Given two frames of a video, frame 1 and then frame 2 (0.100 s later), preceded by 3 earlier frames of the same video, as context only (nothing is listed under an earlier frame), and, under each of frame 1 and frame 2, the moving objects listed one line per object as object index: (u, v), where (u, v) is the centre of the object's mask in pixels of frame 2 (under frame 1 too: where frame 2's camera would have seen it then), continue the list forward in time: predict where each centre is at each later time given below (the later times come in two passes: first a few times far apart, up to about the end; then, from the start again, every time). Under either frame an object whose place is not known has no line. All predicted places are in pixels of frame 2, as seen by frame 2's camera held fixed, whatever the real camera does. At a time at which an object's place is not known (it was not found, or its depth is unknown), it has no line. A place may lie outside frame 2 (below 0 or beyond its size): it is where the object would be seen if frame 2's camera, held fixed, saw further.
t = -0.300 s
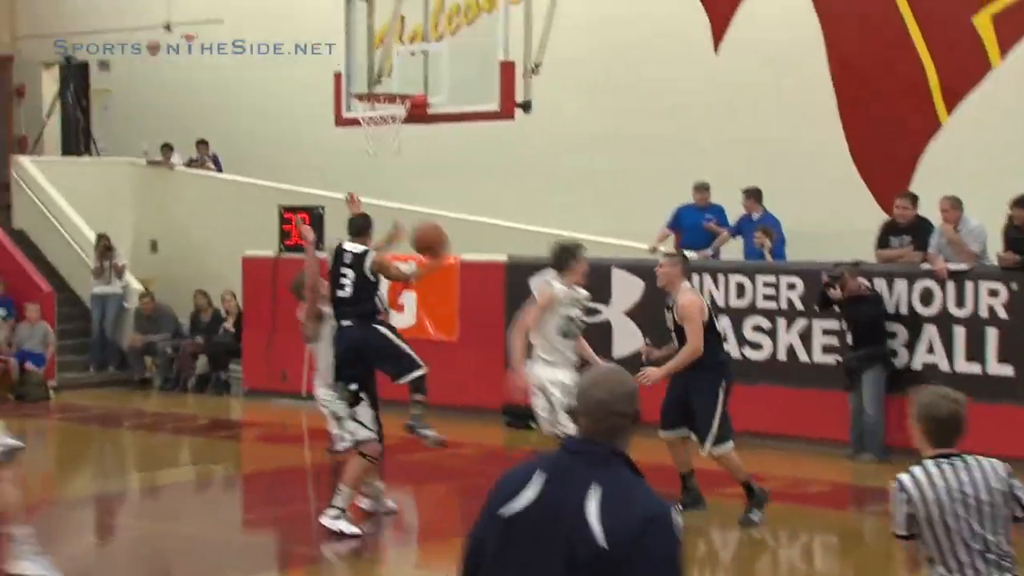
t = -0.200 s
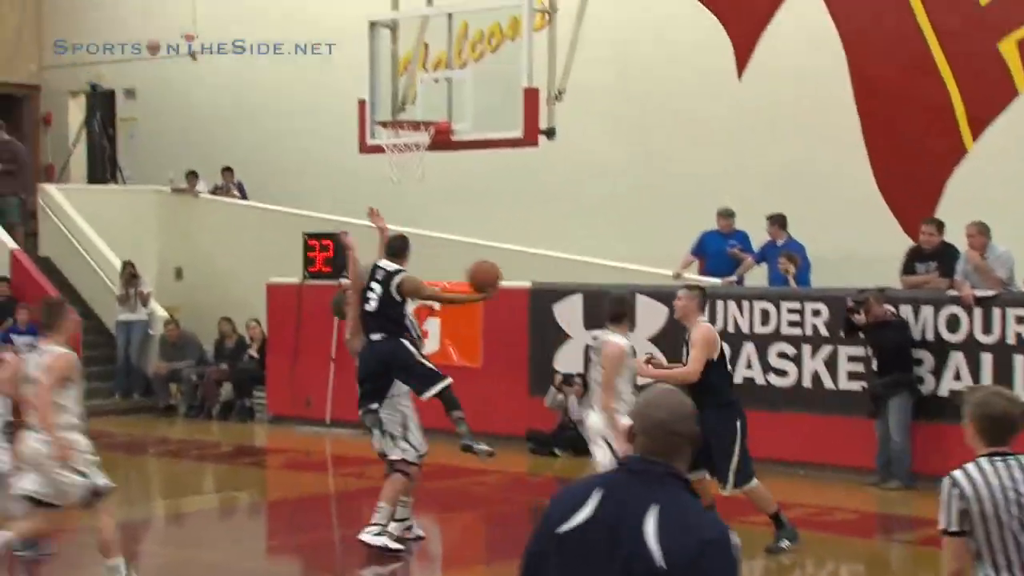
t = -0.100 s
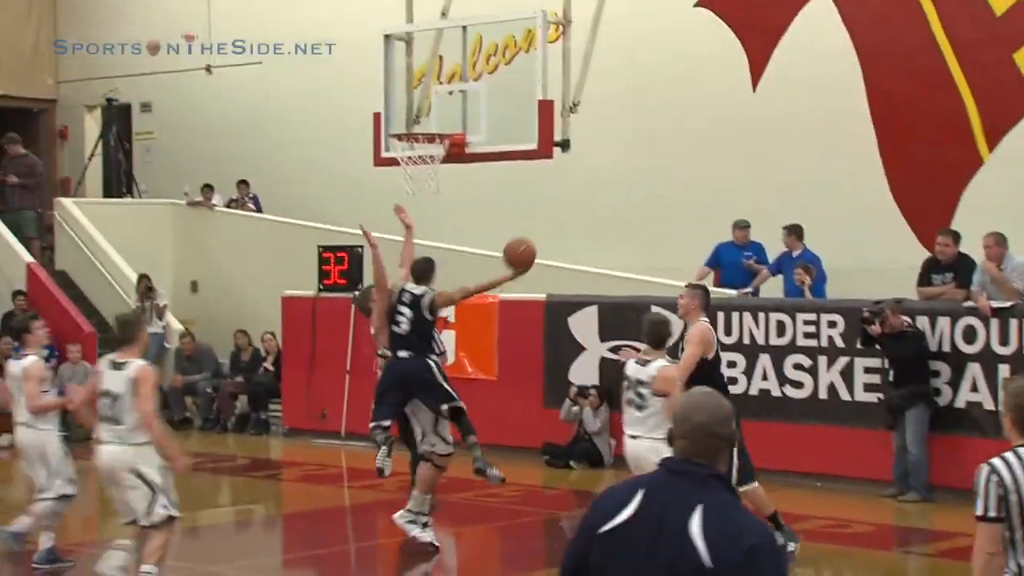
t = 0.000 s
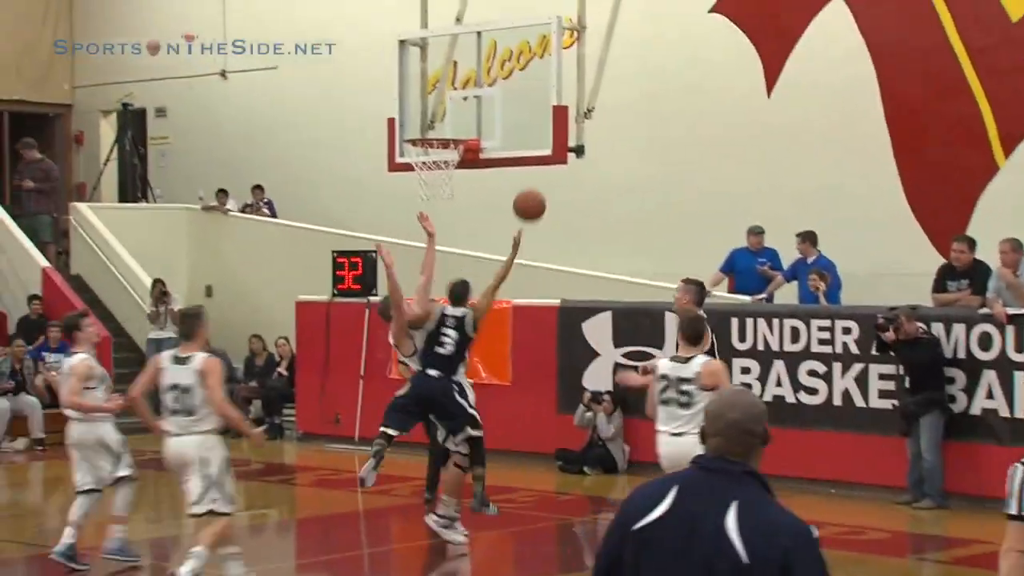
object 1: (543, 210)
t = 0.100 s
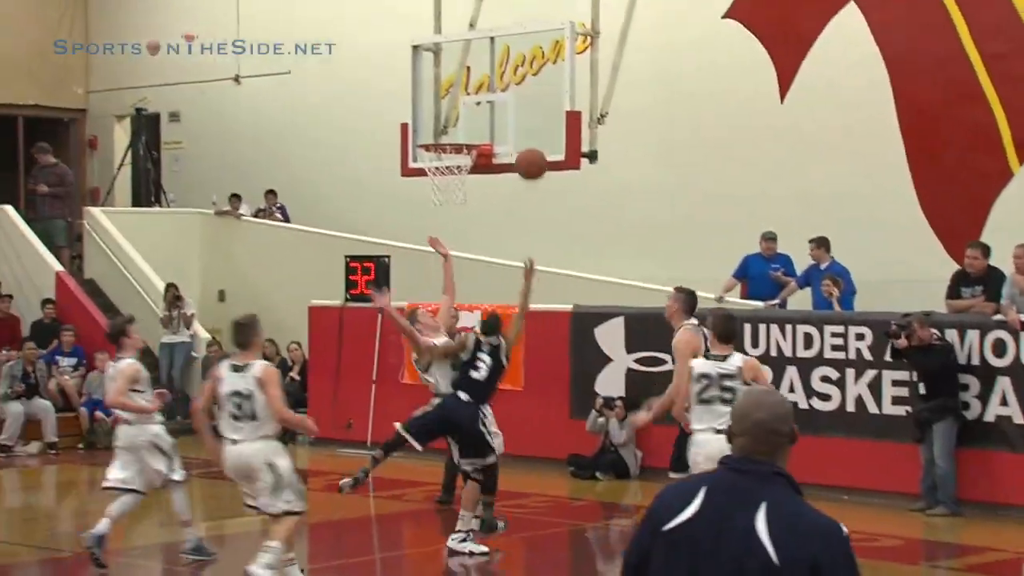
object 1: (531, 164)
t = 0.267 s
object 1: (514, 119)
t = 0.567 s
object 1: (462, 119)
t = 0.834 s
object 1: (430, 191)
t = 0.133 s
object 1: (528, 151)
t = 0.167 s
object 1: (524, 141)
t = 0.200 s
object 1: (520, 132)
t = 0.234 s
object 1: (517, 125)
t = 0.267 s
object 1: (514, 119)
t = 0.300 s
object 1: (511, 114)
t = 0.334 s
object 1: (507, 111)
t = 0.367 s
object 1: (501, 108)
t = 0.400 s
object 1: (494, 107)
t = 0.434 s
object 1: (488, 106)
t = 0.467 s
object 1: (481, 107)
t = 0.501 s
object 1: (475, 109)
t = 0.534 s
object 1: (468, 113)
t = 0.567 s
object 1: (462, 119)
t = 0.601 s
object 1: (455, 125)
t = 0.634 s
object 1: (449, 133)
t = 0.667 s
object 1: (443, 137)
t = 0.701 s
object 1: (436, 154)
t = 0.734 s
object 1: (431, 163)
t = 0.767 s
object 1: (429, 172)
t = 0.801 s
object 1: (429, 178)
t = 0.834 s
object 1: (430, 191)
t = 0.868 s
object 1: (430, 194)
